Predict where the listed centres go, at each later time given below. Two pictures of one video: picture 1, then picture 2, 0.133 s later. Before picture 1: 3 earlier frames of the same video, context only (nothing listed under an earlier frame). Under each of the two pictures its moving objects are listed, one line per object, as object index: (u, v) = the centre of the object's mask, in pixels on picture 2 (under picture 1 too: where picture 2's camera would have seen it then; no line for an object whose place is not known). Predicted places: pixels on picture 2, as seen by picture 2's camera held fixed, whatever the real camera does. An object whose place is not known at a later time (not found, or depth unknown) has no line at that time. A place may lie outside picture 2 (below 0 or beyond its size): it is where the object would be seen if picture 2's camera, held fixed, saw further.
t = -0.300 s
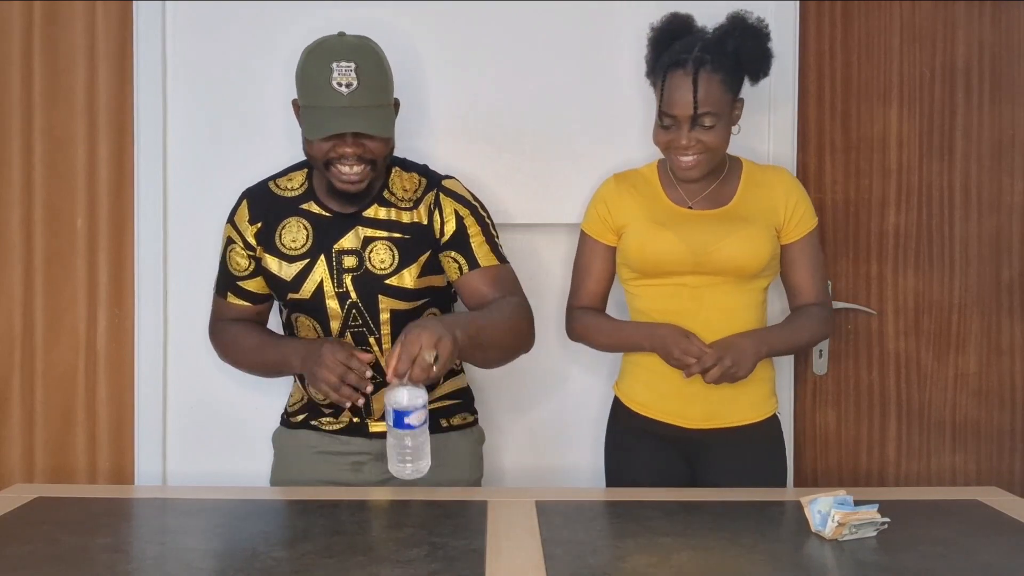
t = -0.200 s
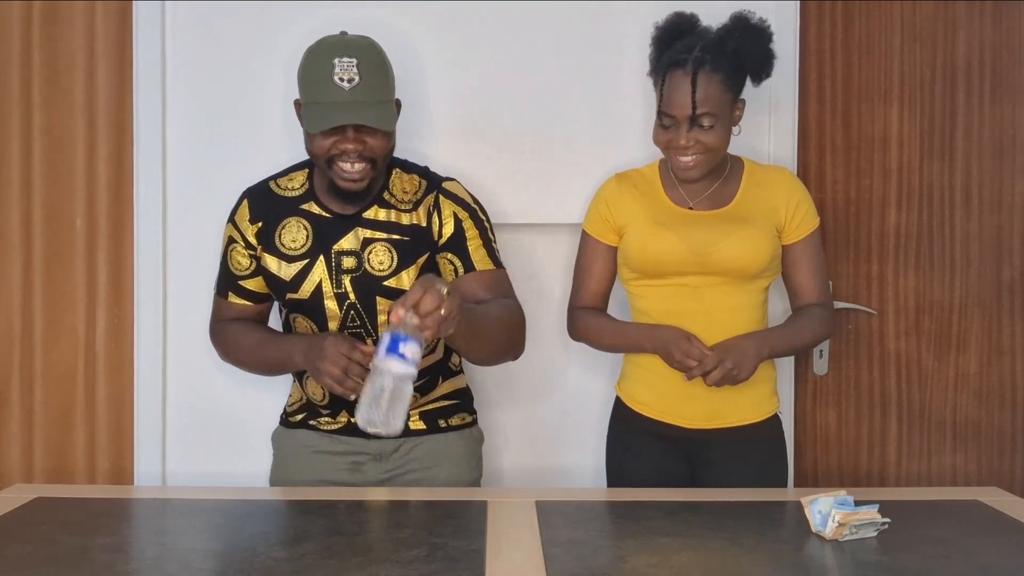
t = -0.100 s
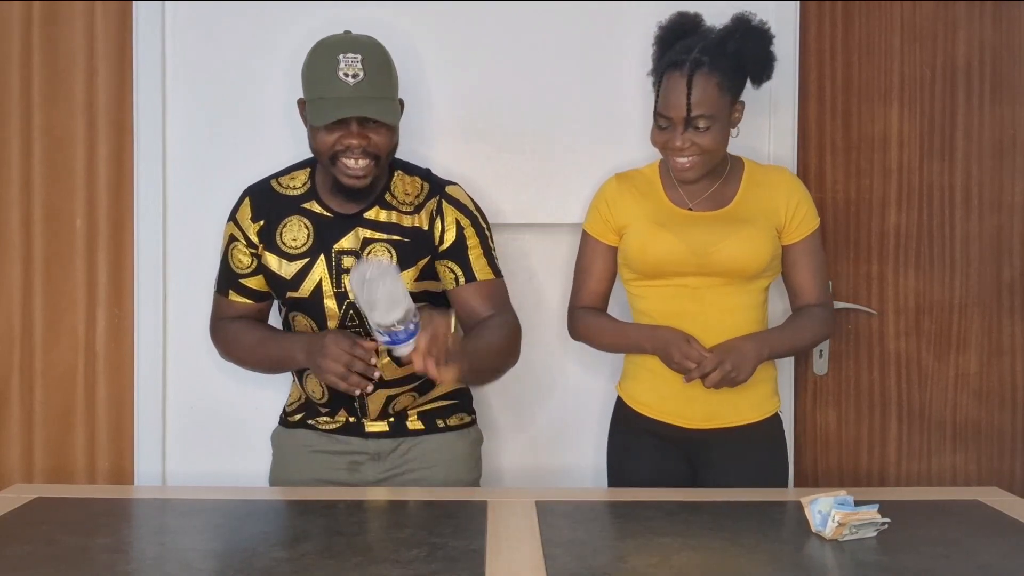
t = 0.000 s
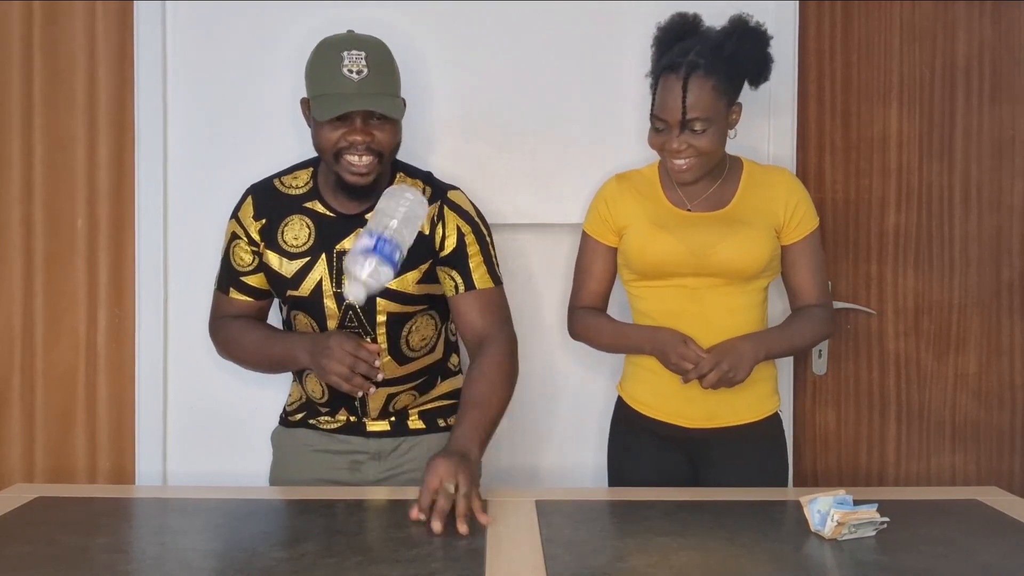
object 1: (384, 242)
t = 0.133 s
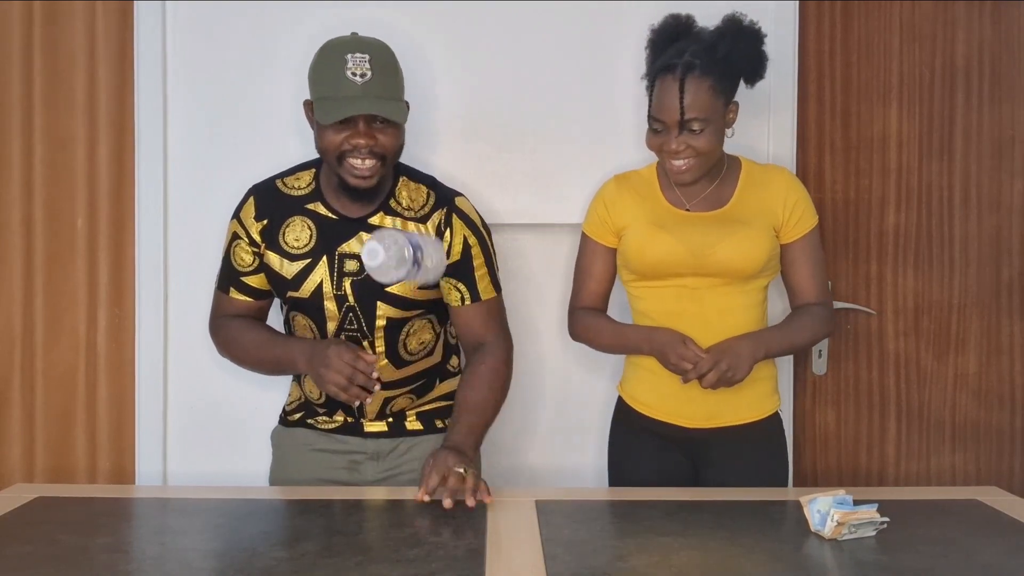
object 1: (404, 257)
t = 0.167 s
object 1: (409, 284)
